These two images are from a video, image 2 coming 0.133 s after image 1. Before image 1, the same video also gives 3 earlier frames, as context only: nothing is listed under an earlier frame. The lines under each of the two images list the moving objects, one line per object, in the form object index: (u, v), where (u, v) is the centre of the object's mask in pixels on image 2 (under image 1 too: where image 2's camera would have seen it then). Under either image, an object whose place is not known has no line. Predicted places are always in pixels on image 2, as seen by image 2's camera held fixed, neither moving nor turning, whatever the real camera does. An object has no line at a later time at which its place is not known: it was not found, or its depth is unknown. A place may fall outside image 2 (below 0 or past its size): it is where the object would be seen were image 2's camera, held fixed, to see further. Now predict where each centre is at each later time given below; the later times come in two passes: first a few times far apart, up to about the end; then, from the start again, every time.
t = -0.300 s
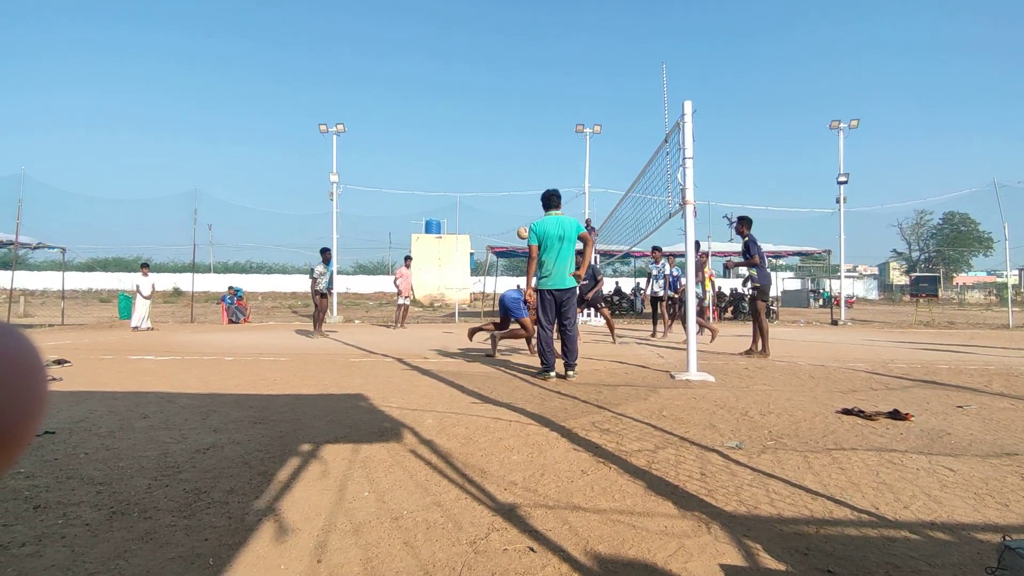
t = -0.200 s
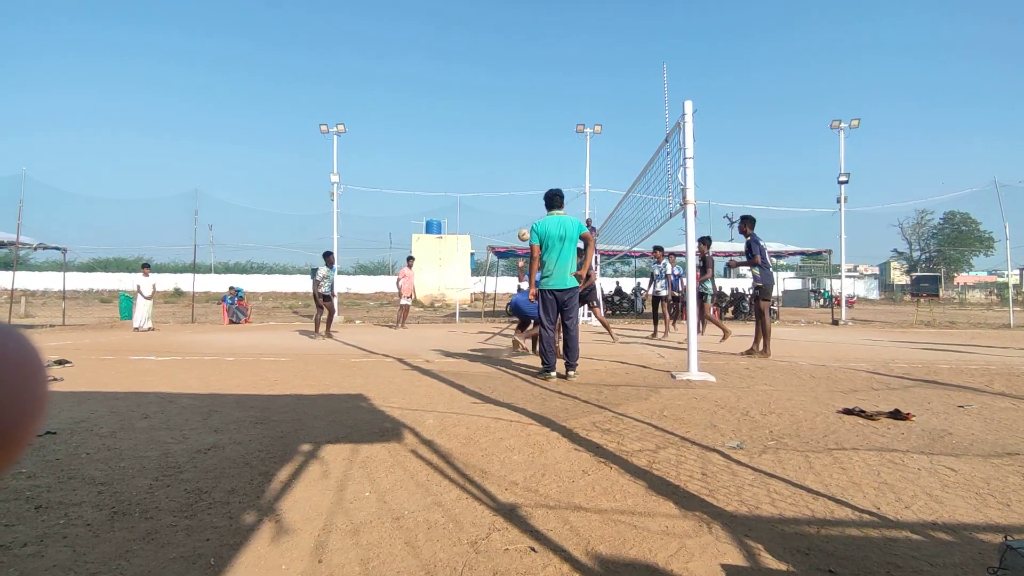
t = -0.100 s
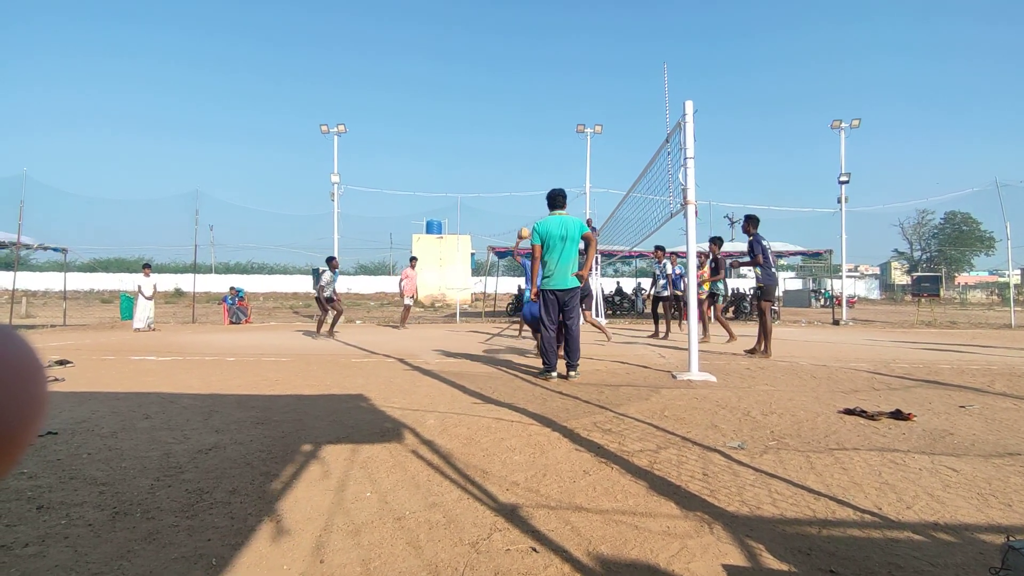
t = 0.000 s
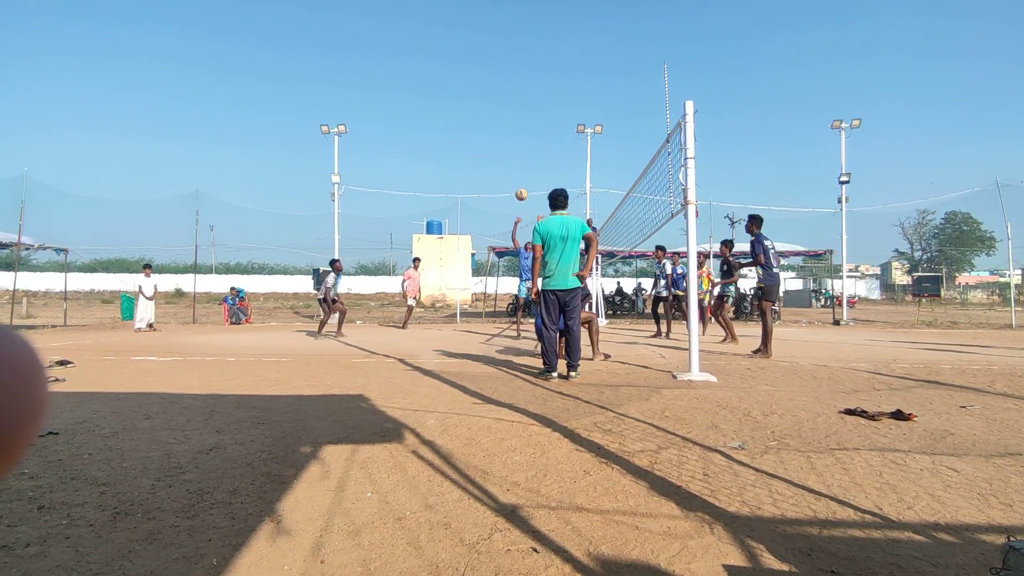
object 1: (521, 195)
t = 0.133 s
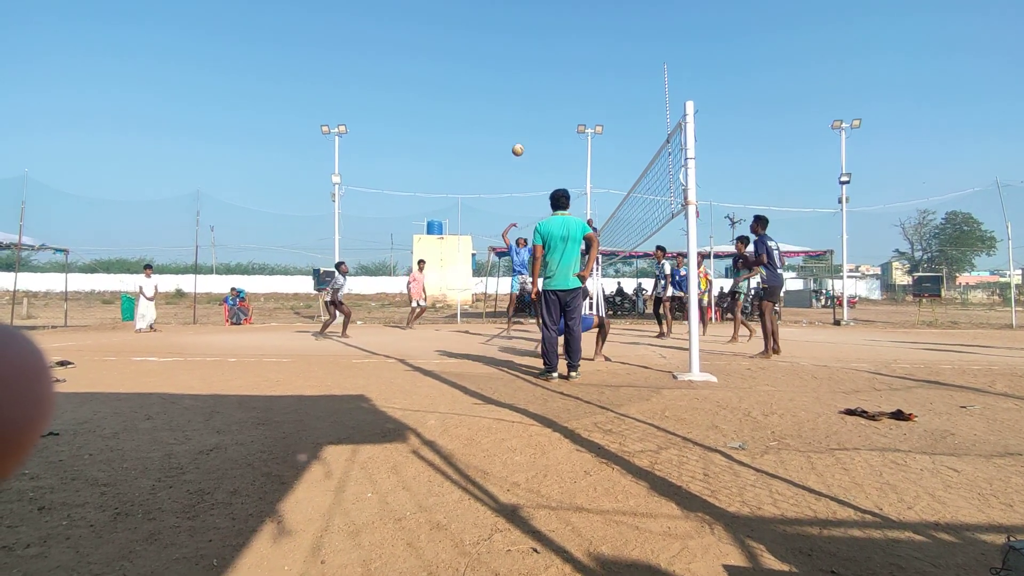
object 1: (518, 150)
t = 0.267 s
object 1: (514, 114)
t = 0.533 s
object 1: (510, 69)
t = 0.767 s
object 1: (507, 62)
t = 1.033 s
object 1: (507, 92)
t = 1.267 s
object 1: (507, 154)
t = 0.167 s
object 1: (516, 140)
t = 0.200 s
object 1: (516, 131)
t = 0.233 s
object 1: (515, 122)
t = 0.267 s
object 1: (514, 114)
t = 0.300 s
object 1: (513, 106)
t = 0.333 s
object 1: (513, 99)
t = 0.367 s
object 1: (512, 93)
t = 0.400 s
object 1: (512, 87)
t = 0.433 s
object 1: (511, 81)
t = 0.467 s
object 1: (510, 77)
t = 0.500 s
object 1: (510, 73)
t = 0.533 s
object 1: (510, 69)
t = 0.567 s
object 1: (509, 66)
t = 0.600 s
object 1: (509, 64)
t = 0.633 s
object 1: (508, 62)
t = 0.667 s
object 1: (508, 61)
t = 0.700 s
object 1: (508, 61)
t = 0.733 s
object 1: (507, 61)
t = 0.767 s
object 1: (507, 62)
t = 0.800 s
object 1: (506, 63)
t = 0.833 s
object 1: (507, 65)
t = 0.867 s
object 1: (507, 68)
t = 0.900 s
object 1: (507, 71)
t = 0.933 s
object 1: (507, 76)
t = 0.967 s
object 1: (507, 80)
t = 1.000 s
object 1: (507, 86)
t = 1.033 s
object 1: (507, 92)
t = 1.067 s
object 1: (507, 99)
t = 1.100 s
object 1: (507, 106)
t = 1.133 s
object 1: (507, 114)
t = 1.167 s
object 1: (507, 123)
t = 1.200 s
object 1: (507, 133)
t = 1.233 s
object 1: (507, 143)
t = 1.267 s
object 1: (507, 154)
